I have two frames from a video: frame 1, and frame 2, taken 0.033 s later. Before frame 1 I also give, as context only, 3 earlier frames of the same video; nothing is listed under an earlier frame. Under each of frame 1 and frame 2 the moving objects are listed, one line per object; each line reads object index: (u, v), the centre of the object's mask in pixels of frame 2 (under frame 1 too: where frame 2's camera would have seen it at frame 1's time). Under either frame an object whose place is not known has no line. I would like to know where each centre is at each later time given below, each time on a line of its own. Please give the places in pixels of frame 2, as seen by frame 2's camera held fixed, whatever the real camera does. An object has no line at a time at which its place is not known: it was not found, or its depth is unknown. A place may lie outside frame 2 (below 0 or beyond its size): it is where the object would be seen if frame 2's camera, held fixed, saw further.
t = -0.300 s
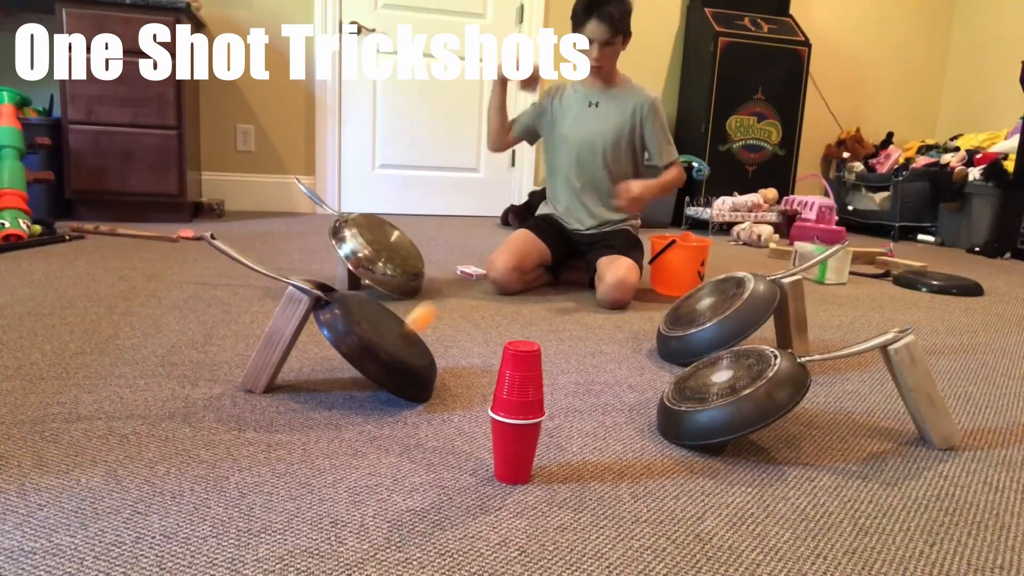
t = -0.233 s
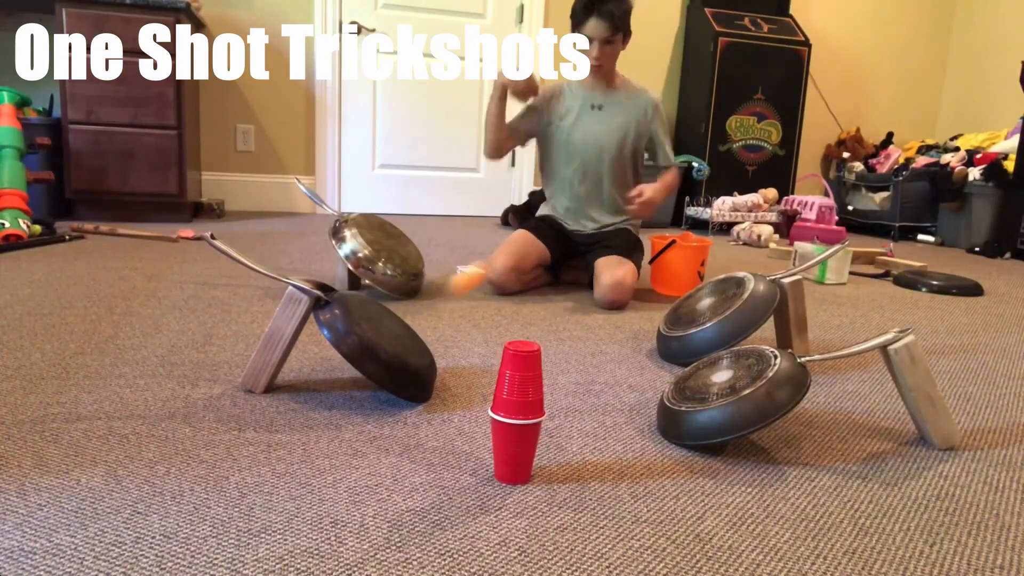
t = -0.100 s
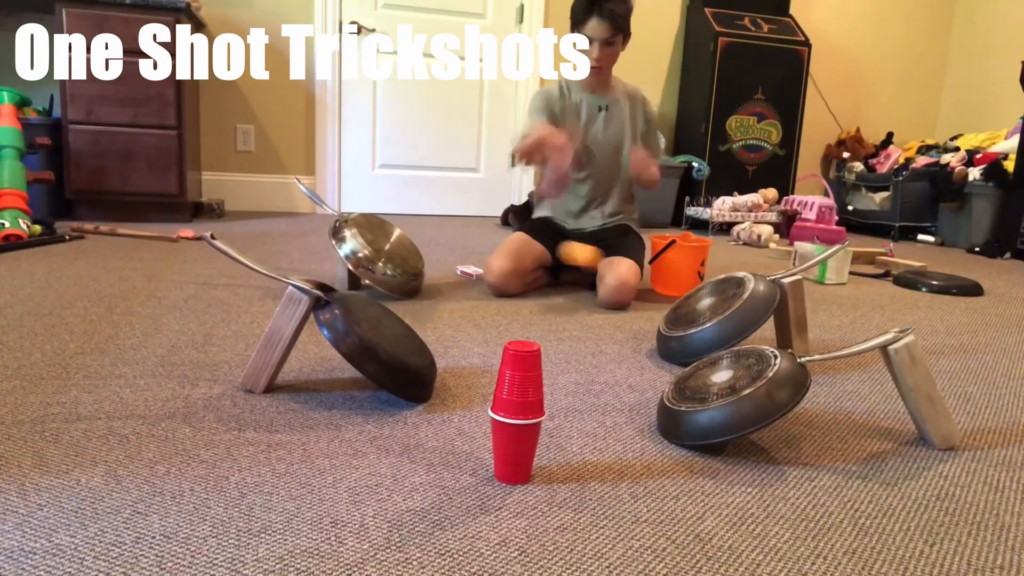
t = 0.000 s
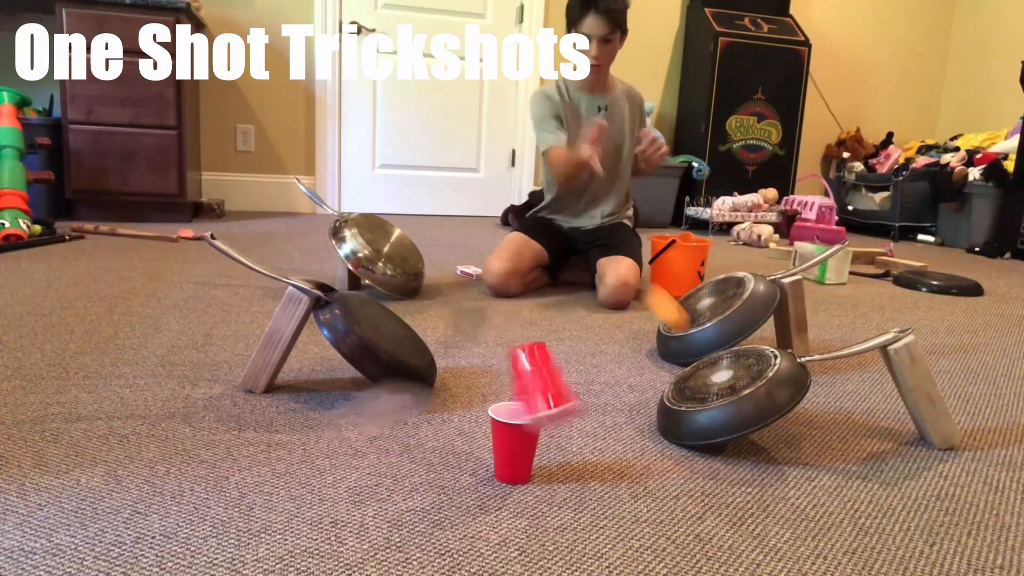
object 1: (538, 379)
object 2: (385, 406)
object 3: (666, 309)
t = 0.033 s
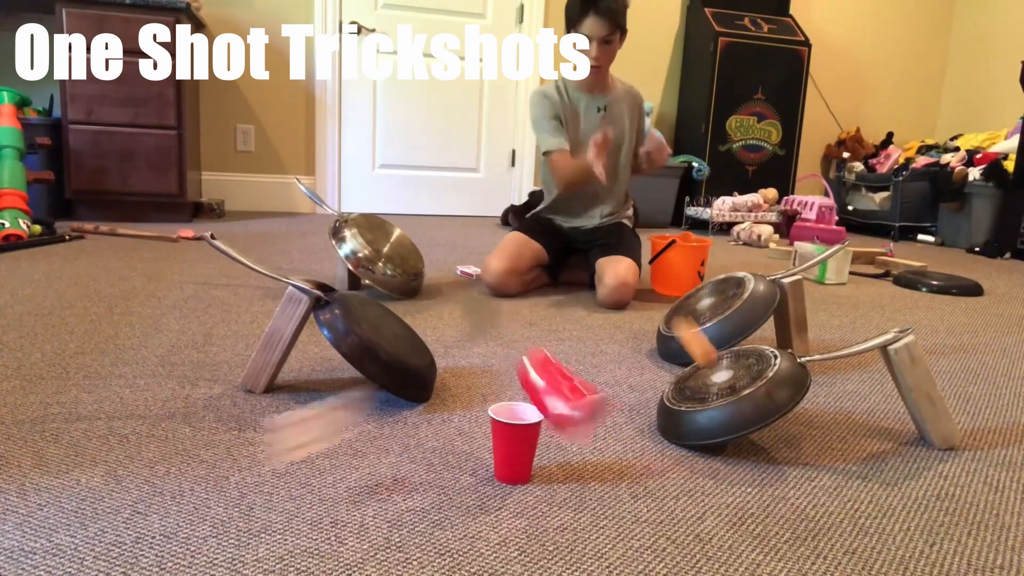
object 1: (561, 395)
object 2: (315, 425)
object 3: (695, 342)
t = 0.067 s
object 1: (583, 412)
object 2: (219, 480)
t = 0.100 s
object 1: (608, 440)
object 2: (206, 483)
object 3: (703, 337)
